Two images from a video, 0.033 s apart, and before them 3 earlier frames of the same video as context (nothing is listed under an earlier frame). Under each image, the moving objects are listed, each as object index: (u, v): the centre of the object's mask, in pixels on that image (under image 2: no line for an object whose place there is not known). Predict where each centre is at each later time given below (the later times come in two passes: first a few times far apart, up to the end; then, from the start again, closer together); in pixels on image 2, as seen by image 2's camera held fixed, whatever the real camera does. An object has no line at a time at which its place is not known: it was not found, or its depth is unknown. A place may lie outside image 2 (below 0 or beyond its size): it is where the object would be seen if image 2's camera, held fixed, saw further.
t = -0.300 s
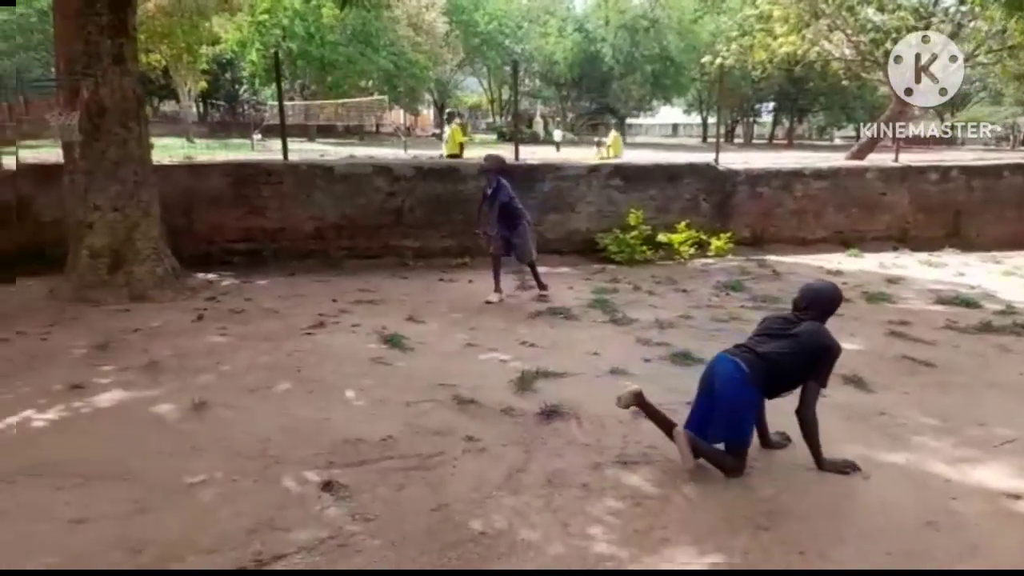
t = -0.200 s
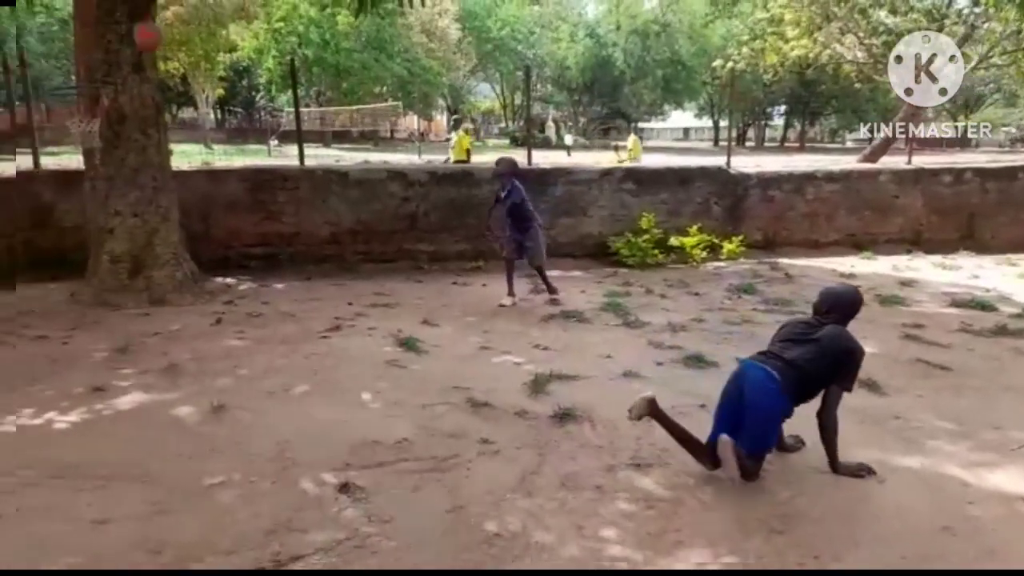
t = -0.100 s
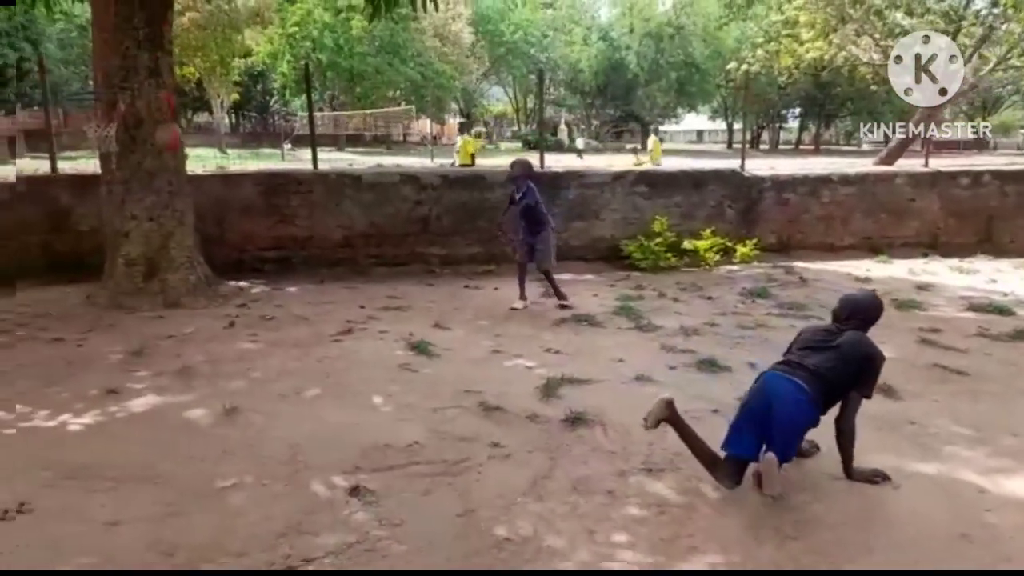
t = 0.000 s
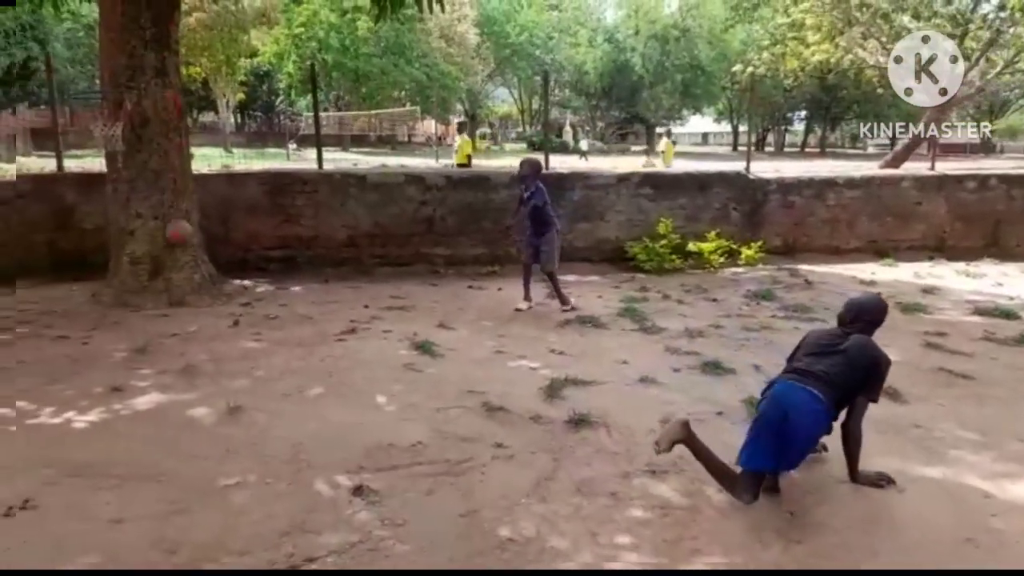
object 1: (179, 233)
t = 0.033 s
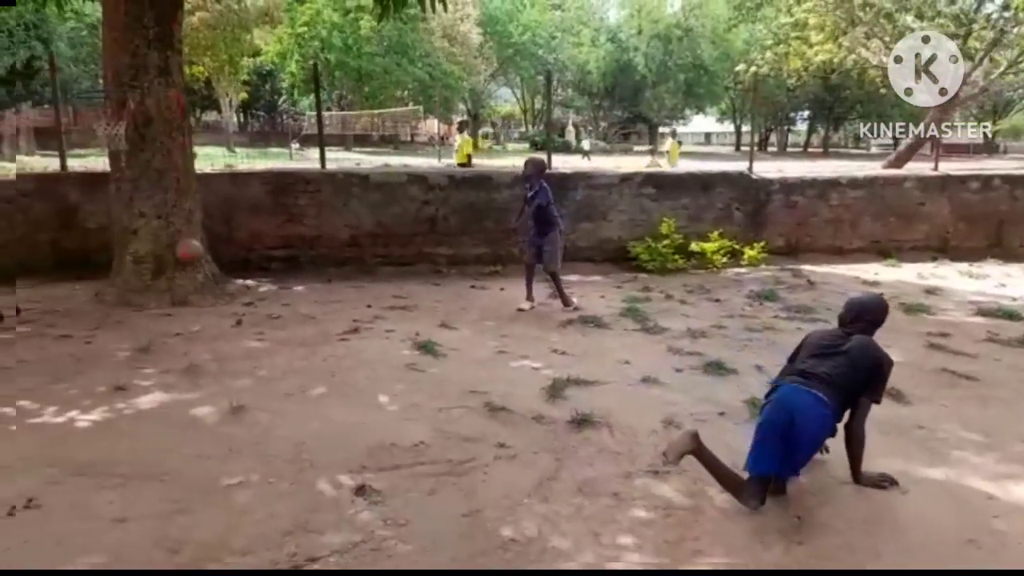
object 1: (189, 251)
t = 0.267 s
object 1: (248, 307)
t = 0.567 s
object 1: (333, 335)
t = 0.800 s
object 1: (419, 375)
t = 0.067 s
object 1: (198, 275)
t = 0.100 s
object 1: (206, 292)
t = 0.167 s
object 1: (223, 295)
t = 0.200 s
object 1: (231, 298)
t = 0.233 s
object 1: (241, 306)
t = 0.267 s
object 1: (248, 307)
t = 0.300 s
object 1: (255, 307)
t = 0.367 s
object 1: (274, 310)
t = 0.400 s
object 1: (283, 315)
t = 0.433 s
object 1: (293, 322)
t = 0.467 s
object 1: (302, 329)
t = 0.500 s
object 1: (311, 329)
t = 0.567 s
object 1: (333, 335)
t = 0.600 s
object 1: (344, 341)
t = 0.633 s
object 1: (354, 349)
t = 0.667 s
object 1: (367, 357)
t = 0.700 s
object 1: (379, 359)
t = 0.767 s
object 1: (406, 368)
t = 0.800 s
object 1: (419, 375)
